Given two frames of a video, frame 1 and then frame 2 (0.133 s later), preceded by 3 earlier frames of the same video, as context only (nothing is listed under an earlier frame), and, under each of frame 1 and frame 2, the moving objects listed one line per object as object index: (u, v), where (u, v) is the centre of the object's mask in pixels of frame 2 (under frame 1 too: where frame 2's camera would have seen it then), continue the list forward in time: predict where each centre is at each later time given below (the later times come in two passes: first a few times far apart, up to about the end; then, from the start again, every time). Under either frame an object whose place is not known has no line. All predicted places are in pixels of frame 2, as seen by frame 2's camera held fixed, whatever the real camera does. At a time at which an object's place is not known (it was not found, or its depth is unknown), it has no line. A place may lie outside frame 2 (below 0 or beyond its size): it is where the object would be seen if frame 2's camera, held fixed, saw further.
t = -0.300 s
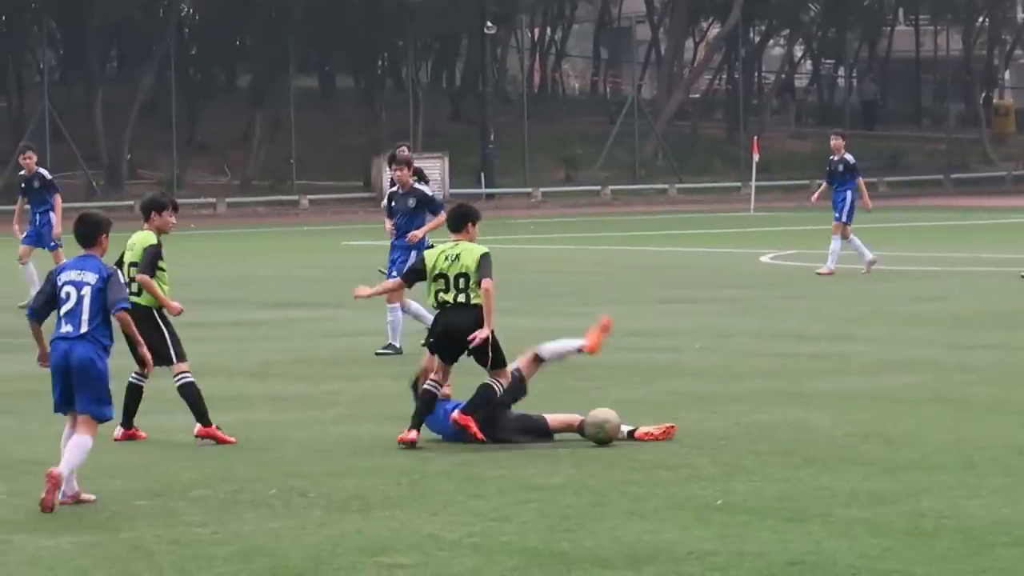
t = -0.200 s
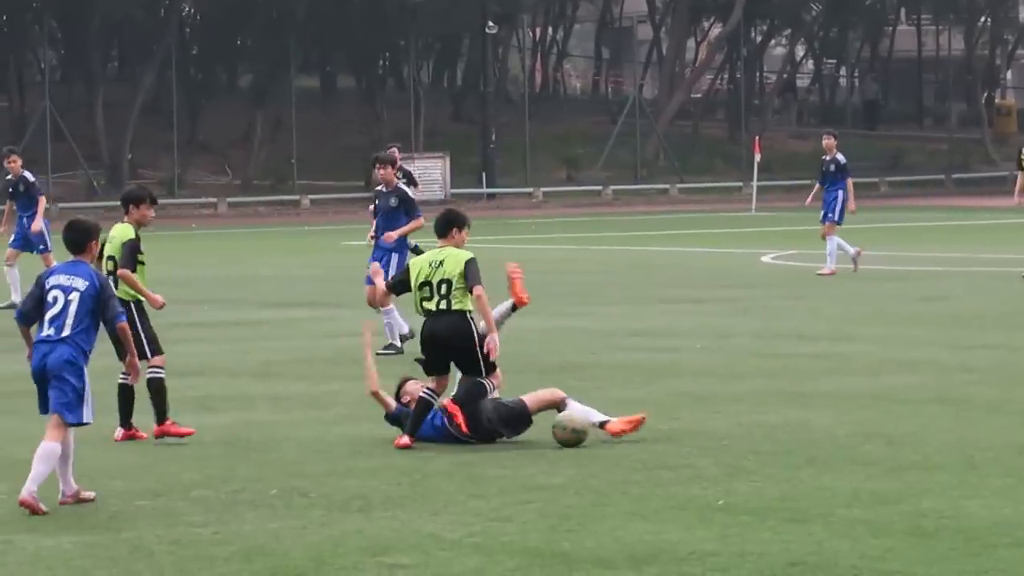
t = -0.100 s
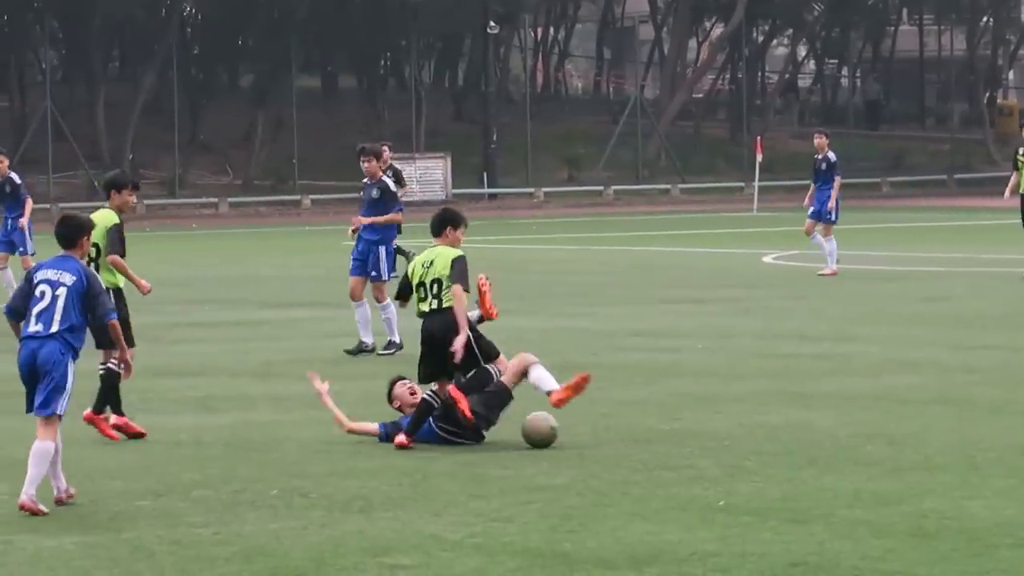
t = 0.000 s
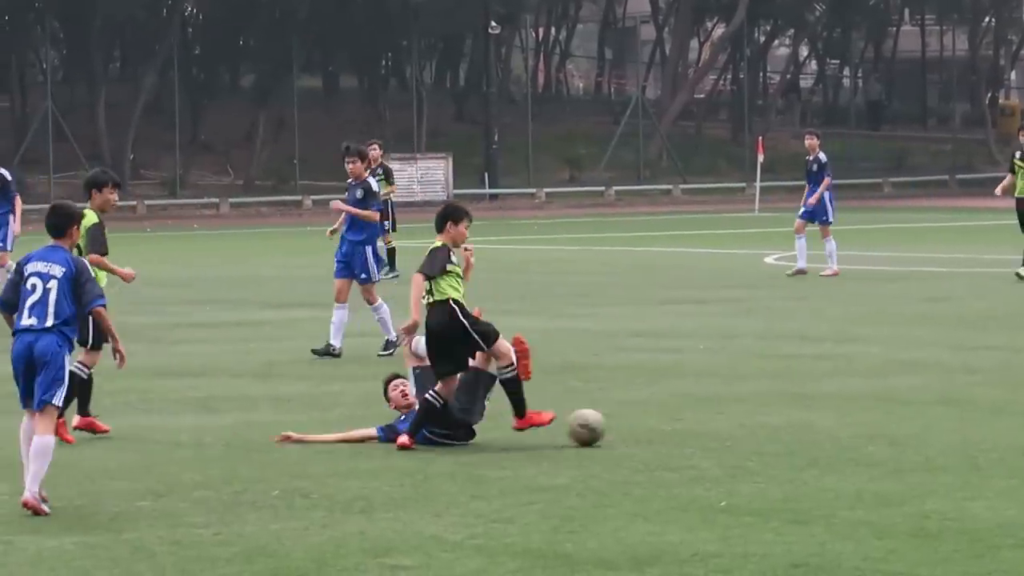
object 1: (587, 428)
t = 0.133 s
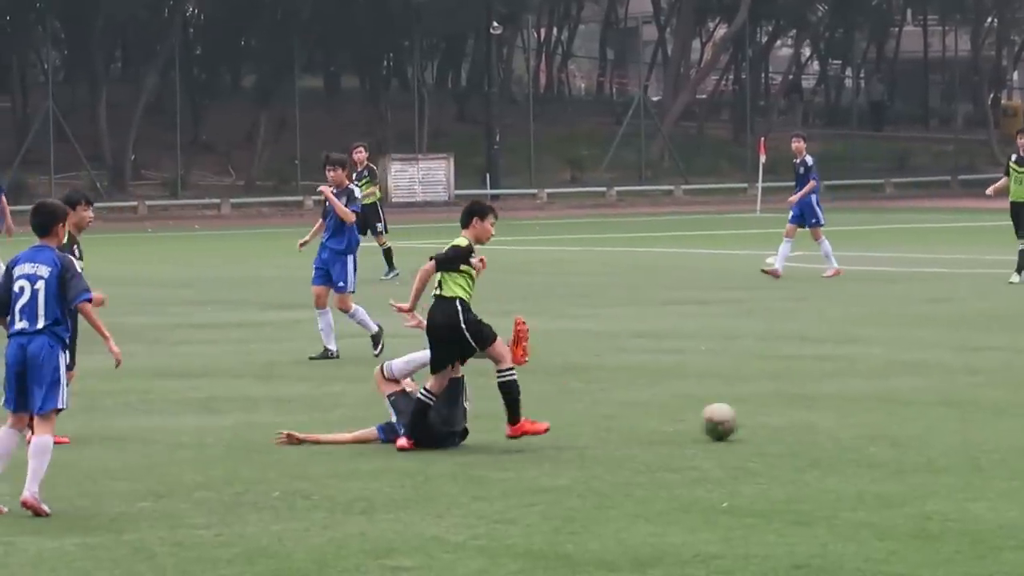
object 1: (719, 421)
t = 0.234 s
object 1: (803, 419)
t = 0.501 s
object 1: (969, 411)
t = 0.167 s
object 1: (749, 421)
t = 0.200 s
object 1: (778, 421)
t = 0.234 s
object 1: (803, 419)
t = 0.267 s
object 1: (829, 418)
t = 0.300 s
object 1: (853, 417)
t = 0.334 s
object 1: (875, 416)
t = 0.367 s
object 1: (897, 415)
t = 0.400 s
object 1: (917, 414)
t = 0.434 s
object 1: (936, 413)
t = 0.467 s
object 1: (954, 413)
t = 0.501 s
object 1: (969, 411)
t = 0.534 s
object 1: (985, 411)
